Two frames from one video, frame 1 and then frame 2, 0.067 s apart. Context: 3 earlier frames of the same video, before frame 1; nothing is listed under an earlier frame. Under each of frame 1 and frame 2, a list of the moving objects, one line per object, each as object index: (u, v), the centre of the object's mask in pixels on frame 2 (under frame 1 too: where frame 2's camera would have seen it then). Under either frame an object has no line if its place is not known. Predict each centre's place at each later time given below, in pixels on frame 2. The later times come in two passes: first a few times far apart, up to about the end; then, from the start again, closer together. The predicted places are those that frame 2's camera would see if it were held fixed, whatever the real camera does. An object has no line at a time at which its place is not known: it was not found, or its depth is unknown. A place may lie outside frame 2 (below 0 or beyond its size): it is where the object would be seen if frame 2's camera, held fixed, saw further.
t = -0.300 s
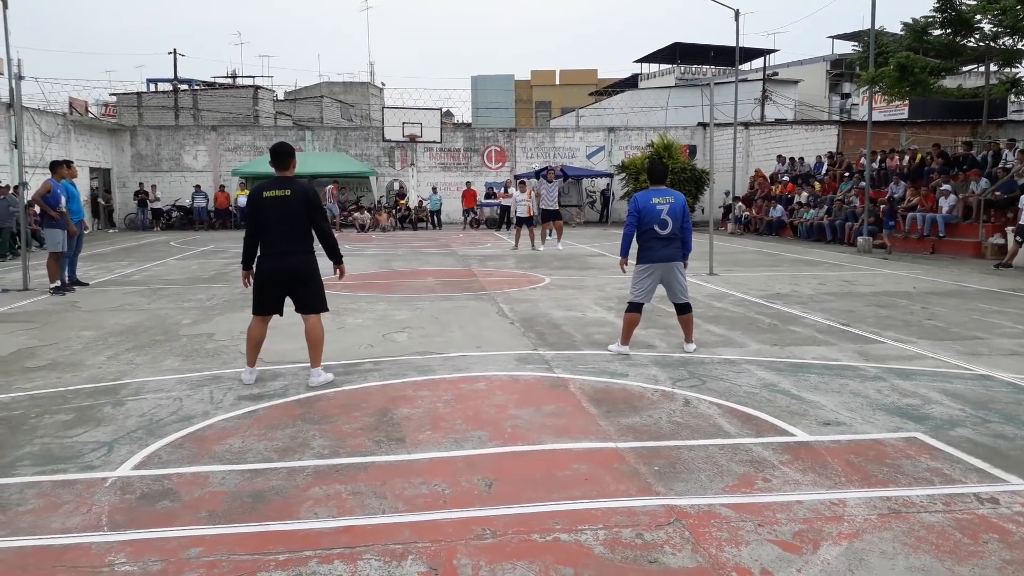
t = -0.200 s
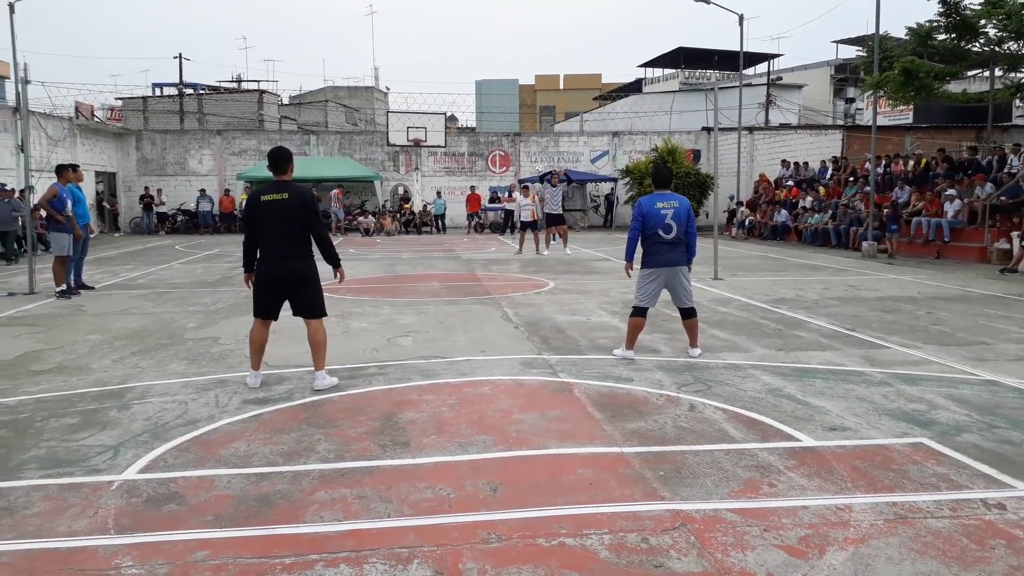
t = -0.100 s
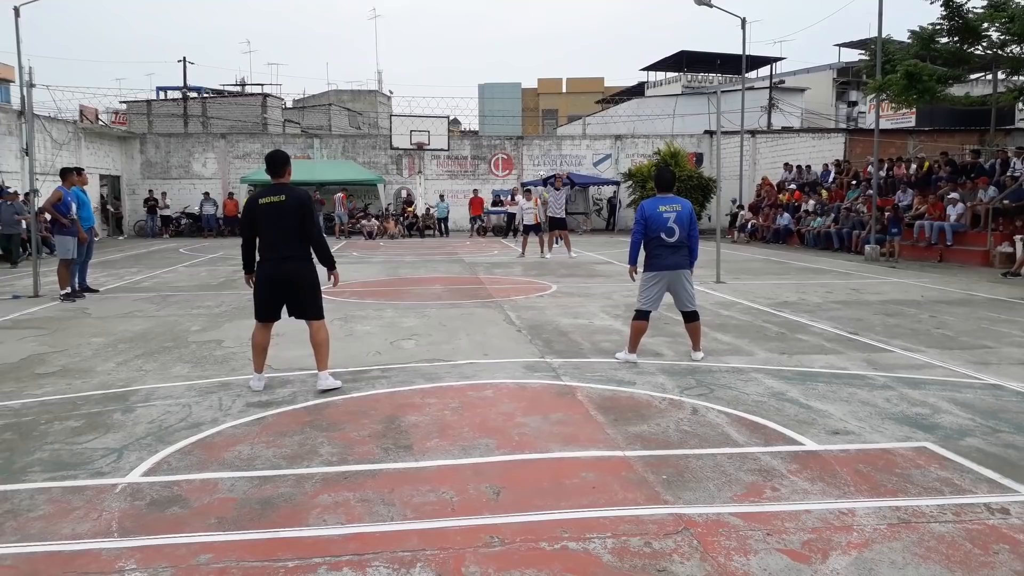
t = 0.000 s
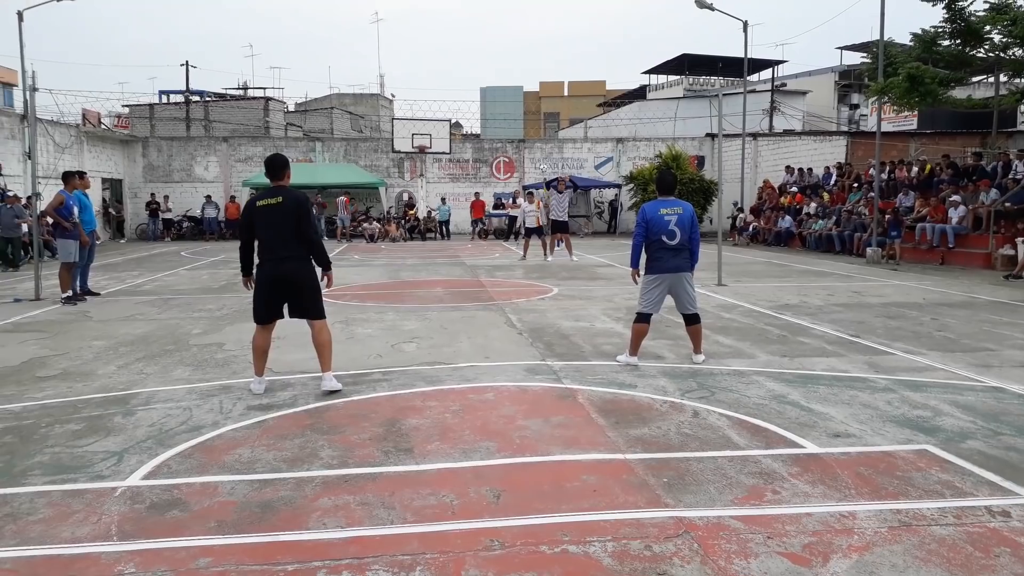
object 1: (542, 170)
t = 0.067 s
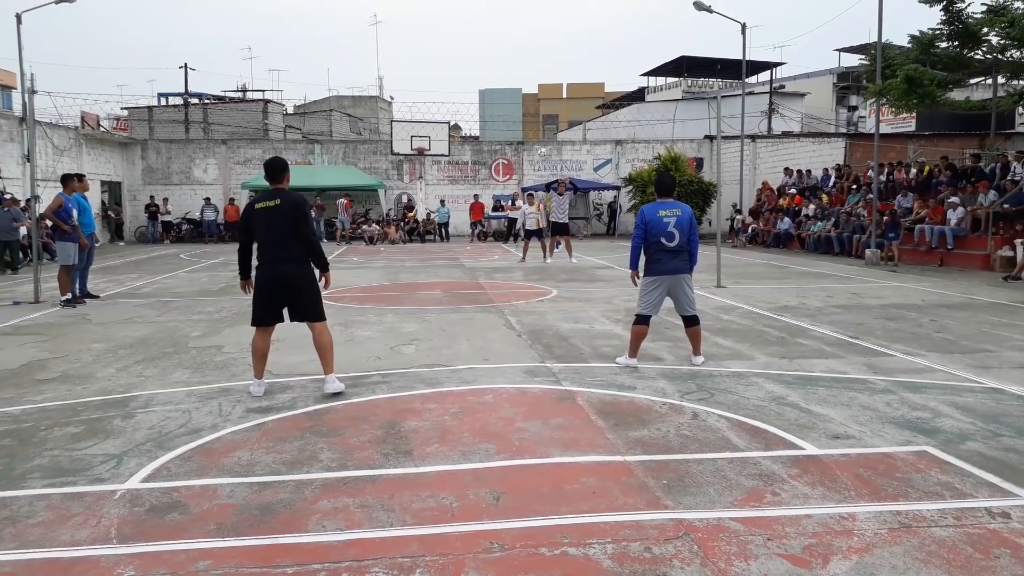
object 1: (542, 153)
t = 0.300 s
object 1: (538, 94)
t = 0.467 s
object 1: (533, 56)
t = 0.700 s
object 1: (522, 13)
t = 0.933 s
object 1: (501, -8)
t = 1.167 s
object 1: (463, 18)
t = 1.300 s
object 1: (431, 64)
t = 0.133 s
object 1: (542, 135)
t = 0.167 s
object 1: (541, 126)
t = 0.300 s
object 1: (538, 94)
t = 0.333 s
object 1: (537, 87)
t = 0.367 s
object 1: (536, 78)
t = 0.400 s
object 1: (535, 71)
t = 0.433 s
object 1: (534, 63)
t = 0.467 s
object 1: (533, 56)
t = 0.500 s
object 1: (532, 49)
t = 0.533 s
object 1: (531, 42)
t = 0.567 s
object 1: (530, 35)
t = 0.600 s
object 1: (528, 29)
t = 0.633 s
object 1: (527, 23)
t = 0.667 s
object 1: (525, 18)
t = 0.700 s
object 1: (522, 13)
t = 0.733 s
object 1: (521, 9)
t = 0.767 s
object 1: (518, 4)
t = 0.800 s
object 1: (515, 0)
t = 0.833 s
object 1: (512, -3)
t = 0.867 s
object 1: (509, -6)
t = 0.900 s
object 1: (505, -8)
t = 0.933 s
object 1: (501, -8)
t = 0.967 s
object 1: (497, -8)
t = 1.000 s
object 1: (492, -6)
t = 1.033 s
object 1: (488, -3)
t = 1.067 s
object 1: (482, 0)
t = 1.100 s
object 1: (475, 4)
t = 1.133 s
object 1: (469, 10)
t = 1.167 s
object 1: (463, 18)
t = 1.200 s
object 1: (456, 27)
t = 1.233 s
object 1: (448, 37)
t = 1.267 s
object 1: (439, 49)
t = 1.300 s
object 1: (431, 64)
